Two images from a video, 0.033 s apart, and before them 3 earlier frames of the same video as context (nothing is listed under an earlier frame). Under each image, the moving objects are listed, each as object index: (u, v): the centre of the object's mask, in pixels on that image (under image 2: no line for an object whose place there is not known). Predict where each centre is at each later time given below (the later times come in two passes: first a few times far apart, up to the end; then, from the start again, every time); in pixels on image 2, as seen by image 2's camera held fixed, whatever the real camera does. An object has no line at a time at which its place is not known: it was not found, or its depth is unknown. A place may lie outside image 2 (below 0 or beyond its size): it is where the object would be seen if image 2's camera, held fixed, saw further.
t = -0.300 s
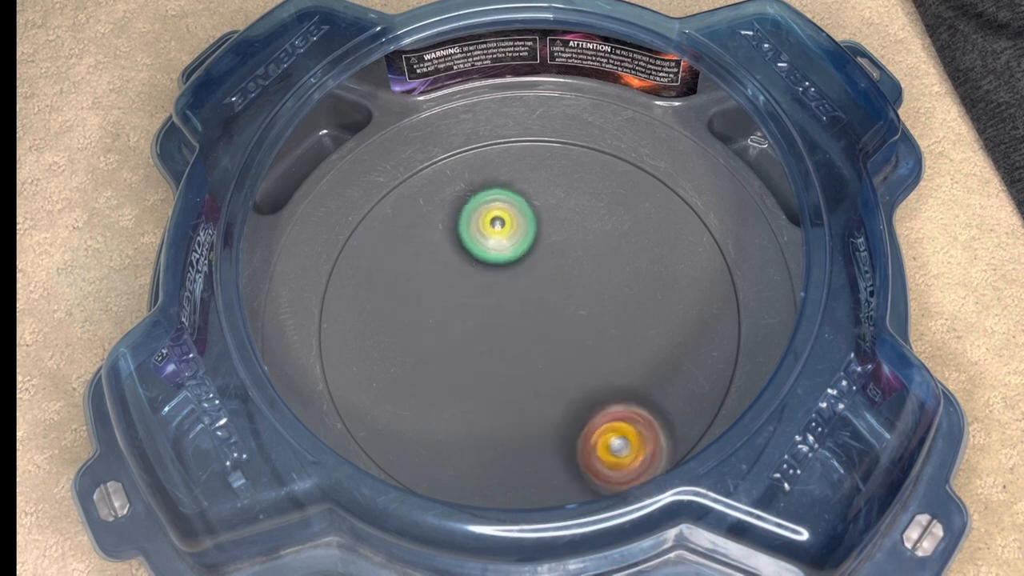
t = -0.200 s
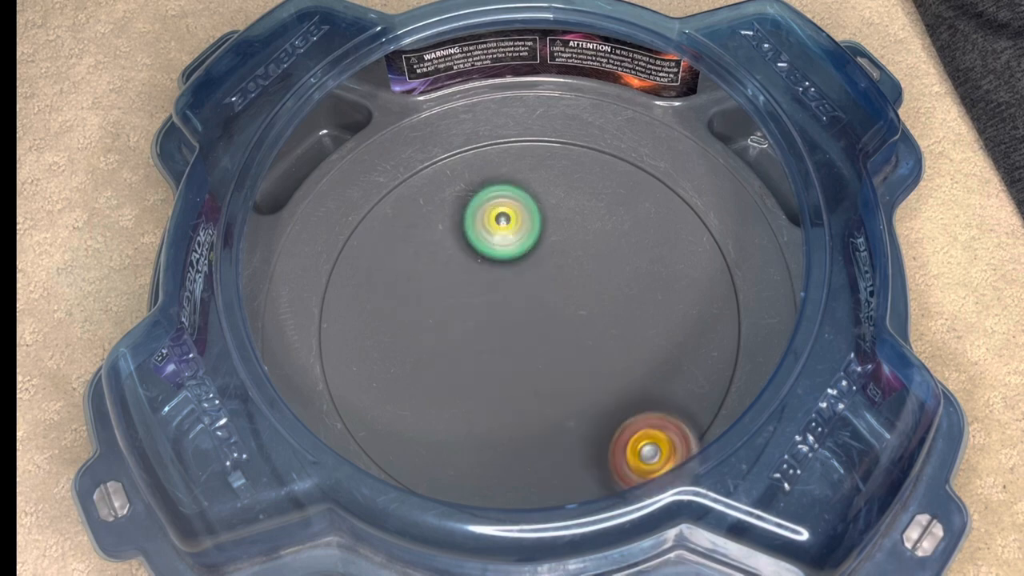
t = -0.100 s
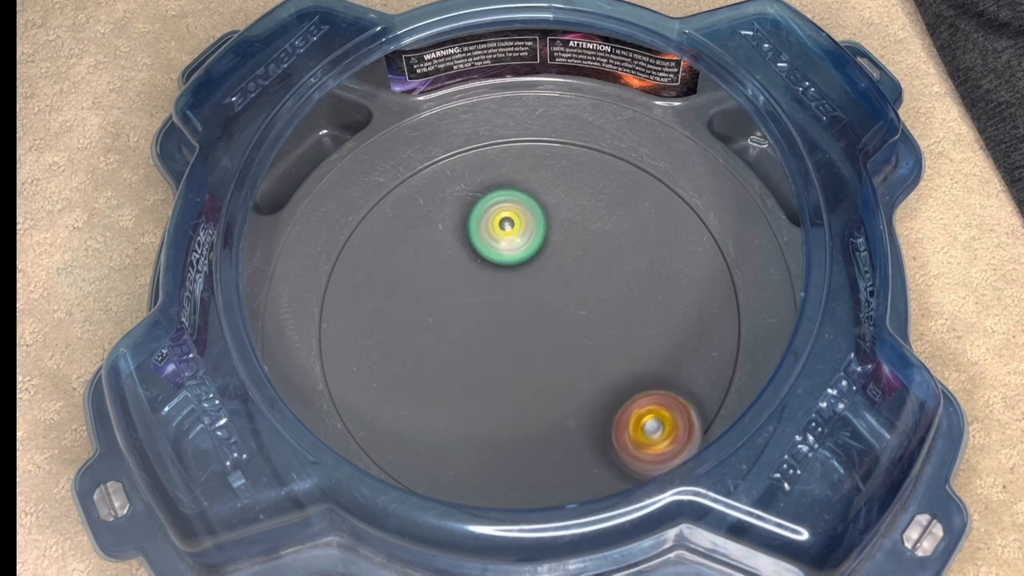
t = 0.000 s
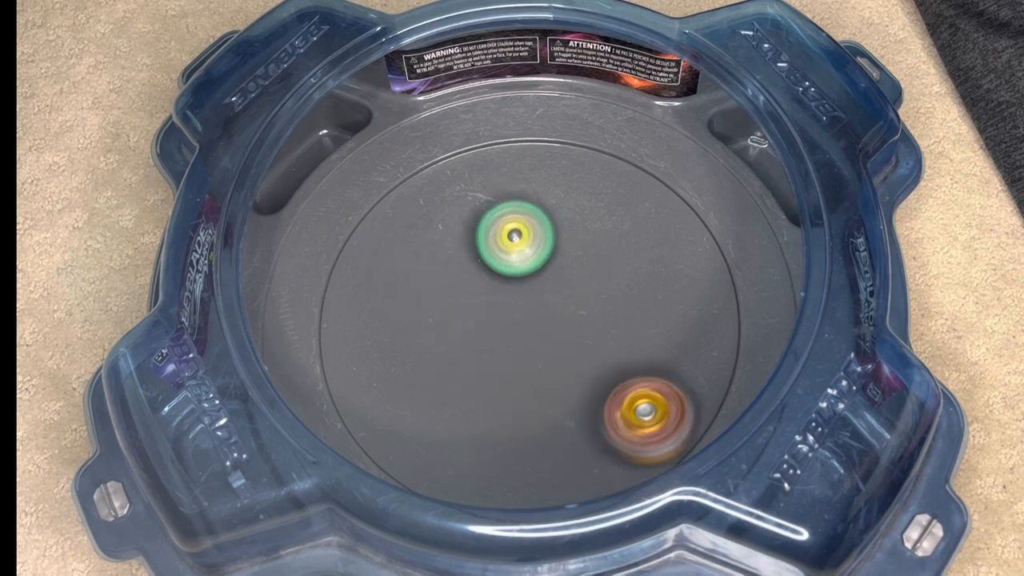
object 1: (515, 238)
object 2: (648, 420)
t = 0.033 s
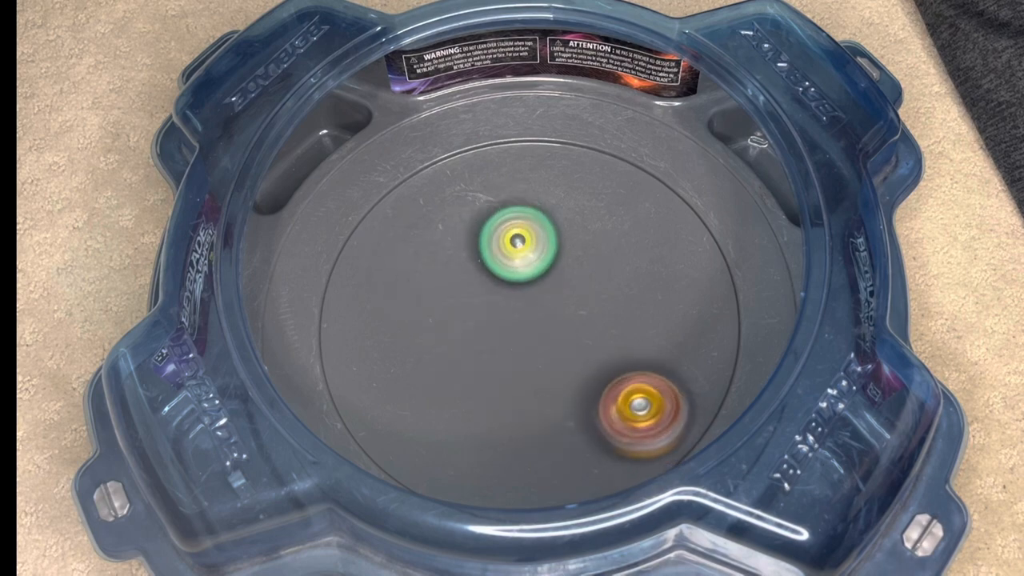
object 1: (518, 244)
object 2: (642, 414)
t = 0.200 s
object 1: (539, 272)
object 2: (596, 381)
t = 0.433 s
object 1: (544, 233)
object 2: (511, 367)
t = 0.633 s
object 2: (459, 335)
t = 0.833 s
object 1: (613, 451)
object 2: (450, 347)
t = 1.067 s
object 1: (680, 244)
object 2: (495, 354)
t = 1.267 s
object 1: (592, 338)
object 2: (522, 324)
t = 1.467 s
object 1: (551, 430)
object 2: (470, 351)
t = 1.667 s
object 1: (562, 382)
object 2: (429, 374)
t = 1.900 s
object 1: (529, 379)
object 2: (426, 371)
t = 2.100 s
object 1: (543, 379)
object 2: (466, 341)
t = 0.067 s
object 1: (522, 249)
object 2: (635, 409)
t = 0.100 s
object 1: (526, 254)
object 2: (627, 403)
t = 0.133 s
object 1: (530, 260)
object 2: (618, 395)
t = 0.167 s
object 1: (534, 266)
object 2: (607, 388)
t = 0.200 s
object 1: (539, 272)
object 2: (596, 381)
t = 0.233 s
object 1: (544, 278)
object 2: (584, 374)
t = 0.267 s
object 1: (548, 284)
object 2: (574, 367)
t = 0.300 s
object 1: (552, 276)
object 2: (563, 370)
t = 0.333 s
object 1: (551, 253)
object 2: (548, 375)
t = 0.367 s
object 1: (549, 243)
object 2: (533, 373)
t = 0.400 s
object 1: (547, 236)
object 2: (522, 370)
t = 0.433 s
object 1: (544, 233)
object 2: (511, 367)
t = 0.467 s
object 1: (552, 243)
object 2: (501, 362)
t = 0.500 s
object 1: (608, 253)
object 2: (492, 358)
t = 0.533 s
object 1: (671, 276)
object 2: (482, 353)
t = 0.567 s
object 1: (733, 309)
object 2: (474, 347)
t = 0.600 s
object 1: (790, 350)
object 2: (466, 341)
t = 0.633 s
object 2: (459, 335)
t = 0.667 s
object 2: (453, 329)
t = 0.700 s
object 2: (447, 322)
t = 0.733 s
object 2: (442, 315)
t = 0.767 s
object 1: (679, 488)
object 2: (440, 316)
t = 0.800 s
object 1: (644, 471)
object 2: (445, 334)
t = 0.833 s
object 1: (613, 451)
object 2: (450, 347)
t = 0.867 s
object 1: (588, 423)
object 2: (458, 358)
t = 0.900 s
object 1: (562, 390)
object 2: (466, 362)
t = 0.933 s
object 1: (575, 340)
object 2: (469, 363)
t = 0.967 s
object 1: (602, 308)
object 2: (473, 362)
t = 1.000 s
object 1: (637, 274)
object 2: (480, 361)
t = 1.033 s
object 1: (664, 253)
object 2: (488, 358)
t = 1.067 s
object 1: (680, 244)
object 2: (495, 354)
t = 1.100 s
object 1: (664, 225)
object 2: (503, 349)
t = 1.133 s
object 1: (644, 210)
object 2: (510, 344)
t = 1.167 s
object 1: (626, 211)
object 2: (516, 338)
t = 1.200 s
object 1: (604, 213)
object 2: (521, 333)
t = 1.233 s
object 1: (583, 272)
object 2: (526, 327)
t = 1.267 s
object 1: (592, 338)
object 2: (522, 324)
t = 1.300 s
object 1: (624, 402)
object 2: (514, 327)
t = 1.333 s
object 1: (641, 449)
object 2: (508, 328)
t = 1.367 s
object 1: (623, 452)
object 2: (504, 329)
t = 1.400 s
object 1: (605, 455)
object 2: (502, 332)
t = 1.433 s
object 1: (578, 442)
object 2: (488, 340)
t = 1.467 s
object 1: (551, 430)
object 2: (470, 351)
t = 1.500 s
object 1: (530, 413)
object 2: (461, 359)
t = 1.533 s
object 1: (522, 401)
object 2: (455, 362)
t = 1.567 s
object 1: (536, 396)
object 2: (447, 365)
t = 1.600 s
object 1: (548, 390)
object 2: (441, 369)
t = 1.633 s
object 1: (557, 386)
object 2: (435, 372)
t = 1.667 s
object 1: (562, 382)
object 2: (429, 374)
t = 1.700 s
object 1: (565, 377)
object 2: (424, 376)
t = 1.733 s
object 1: (566, 373)
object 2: (419, 377)
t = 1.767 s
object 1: (566, 371)
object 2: (417, 379)
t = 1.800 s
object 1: (565, 371)
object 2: (416, 379)
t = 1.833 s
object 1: (552, 373)
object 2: (416, 377)
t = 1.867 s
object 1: (538, 378)
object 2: (422, 375)
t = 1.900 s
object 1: (529, 379)
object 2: (426, 371)
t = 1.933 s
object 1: (526, 379)
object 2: (432, 367)
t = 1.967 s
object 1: (526, 379)
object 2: (440, 362)
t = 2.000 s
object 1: (527, 379)
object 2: (445, 358)
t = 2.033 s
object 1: (528, 379)
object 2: (454, 353)
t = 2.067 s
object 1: (529, 379)
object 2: (462, 348)
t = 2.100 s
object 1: (543, 379)
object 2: (466, 341)
